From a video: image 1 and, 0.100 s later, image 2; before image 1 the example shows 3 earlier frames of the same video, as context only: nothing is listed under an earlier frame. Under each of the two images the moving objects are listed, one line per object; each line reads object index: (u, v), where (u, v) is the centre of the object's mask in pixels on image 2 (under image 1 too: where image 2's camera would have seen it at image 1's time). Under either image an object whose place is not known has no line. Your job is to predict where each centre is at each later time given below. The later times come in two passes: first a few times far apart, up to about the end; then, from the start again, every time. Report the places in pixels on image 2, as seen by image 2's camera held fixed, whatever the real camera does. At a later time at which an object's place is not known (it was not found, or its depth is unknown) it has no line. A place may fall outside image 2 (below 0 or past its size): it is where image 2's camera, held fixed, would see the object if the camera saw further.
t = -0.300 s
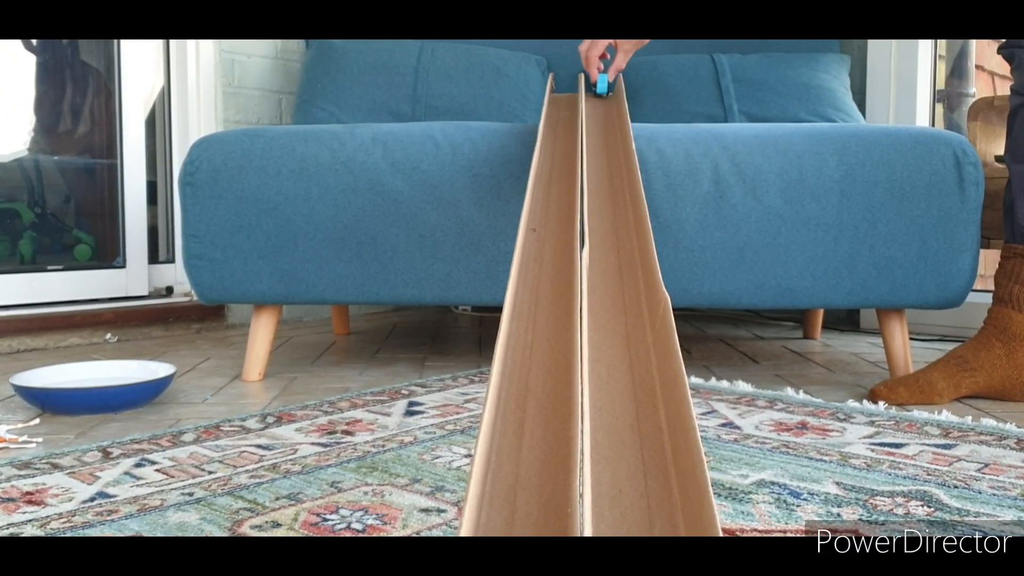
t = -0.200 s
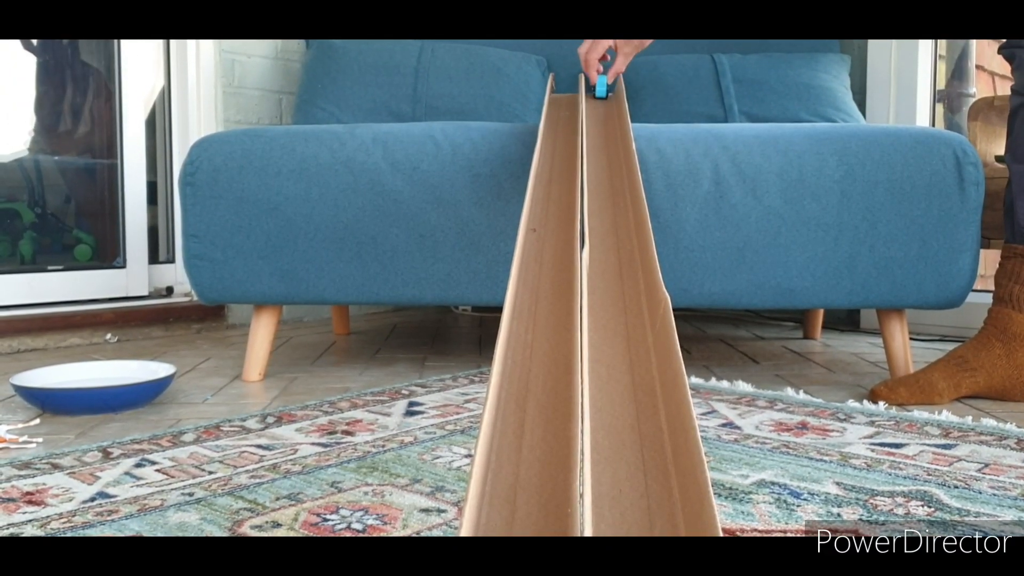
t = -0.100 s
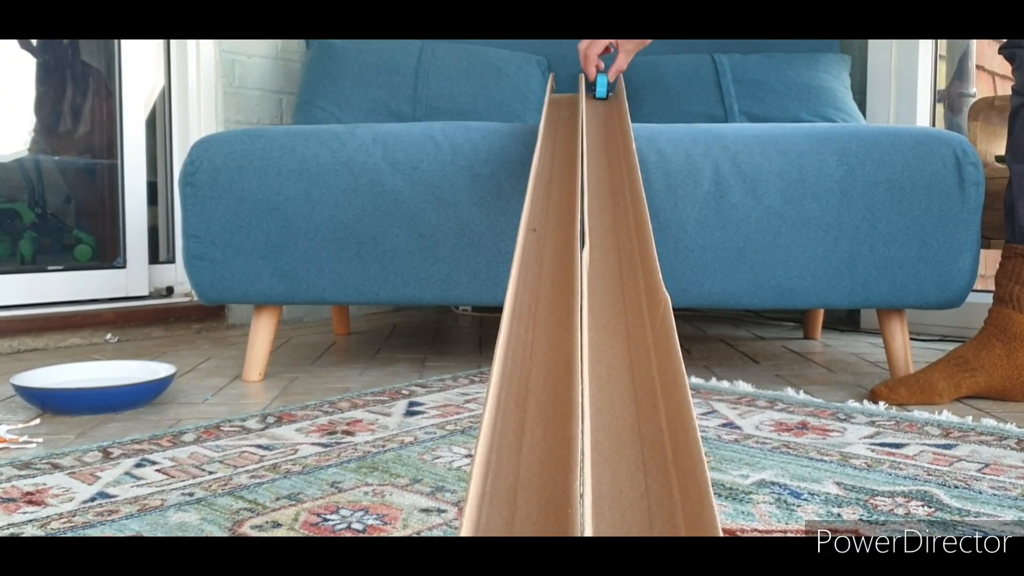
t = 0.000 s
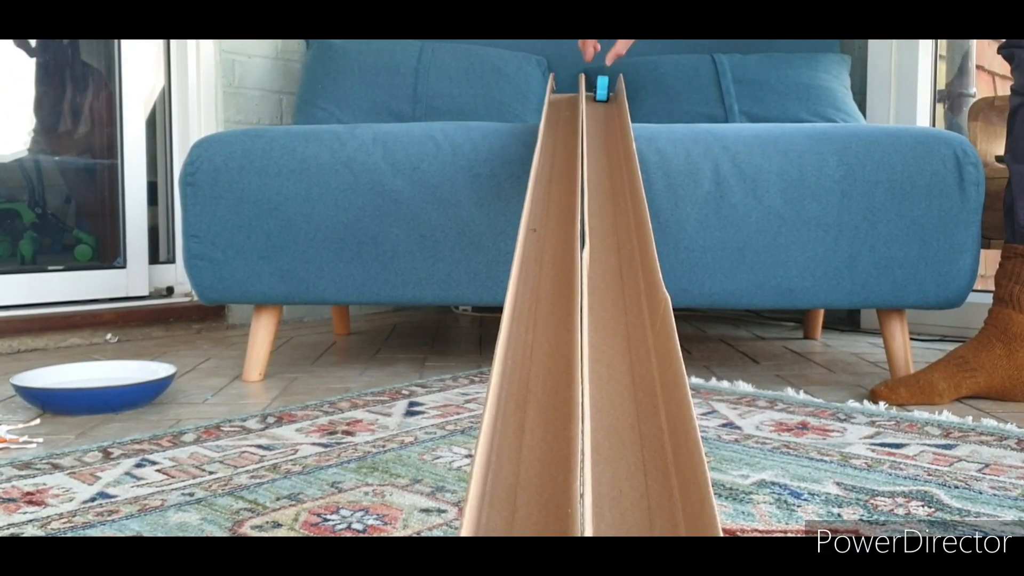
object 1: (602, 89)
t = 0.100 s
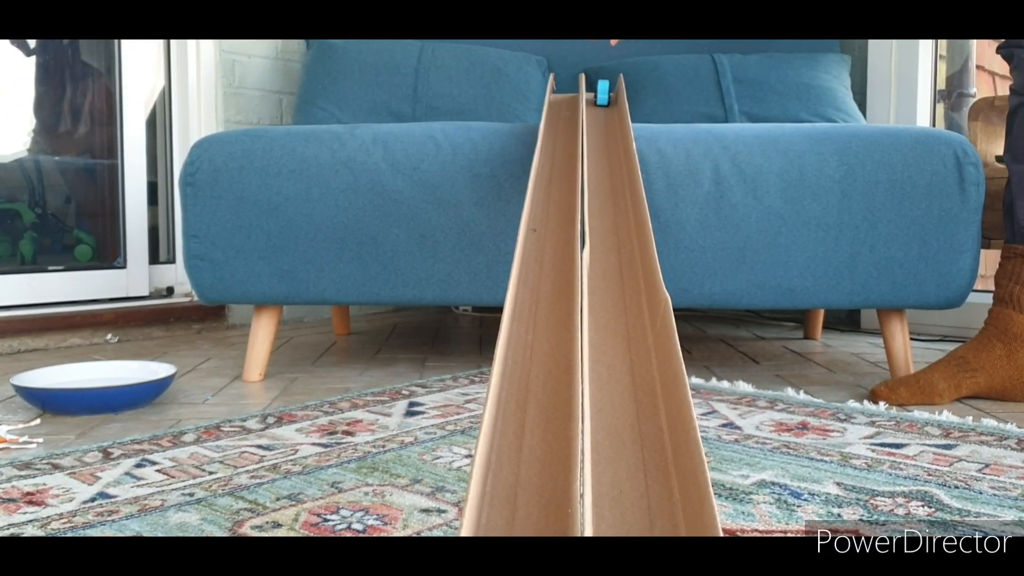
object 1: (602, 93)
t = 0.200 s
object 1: (603, 100)
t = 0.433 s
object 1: (610, 131)
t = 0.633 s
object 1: (618, 180)
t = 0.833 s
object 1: (631, 279)
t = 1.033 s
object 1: (664, 510)
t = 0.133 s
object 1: (602, 96)
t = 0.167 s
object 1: (603, 98)
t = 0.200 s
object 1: (603, 100)
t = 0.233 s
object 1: (604, 103)
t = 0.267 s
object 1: (605, 107)
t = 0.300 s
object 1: (605, 111)
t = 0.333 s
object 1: (606, 115)
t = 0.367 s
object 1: (607, 120)
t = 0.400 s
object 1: (608, 125)
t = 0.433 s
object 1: (610, 131)
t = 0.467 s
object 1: (612, 137)
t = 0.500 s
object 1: (613, 144)
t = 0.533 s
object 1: (615, 152)
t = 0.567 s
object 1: (617, 160)
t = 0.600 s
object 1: (618, 169)
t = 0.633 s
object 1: (618, 180)
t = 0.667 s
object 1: (620, 192)
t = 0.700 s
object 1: (622, 205)
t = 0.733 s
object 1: (624, 220)
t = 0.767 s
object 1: (626, 237)
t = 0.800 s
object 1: (629, 256)
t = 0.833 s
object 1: (631, 279)
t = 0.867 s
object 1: (634, 305)
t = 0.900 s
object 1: (638, 336)
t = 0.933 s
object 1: (644, 372)
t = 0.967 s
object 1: (651, 419)
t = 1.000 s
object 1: (657, 477)
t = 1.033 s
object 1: (664, 510)
